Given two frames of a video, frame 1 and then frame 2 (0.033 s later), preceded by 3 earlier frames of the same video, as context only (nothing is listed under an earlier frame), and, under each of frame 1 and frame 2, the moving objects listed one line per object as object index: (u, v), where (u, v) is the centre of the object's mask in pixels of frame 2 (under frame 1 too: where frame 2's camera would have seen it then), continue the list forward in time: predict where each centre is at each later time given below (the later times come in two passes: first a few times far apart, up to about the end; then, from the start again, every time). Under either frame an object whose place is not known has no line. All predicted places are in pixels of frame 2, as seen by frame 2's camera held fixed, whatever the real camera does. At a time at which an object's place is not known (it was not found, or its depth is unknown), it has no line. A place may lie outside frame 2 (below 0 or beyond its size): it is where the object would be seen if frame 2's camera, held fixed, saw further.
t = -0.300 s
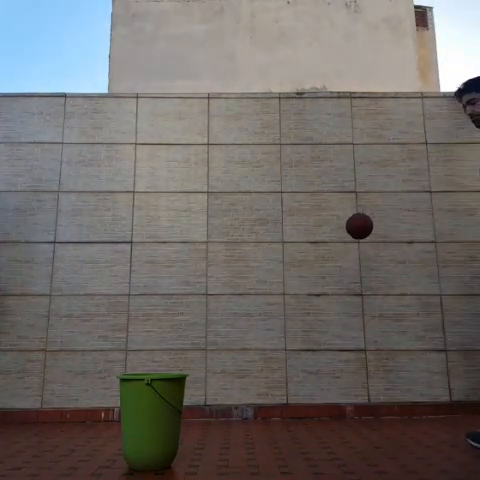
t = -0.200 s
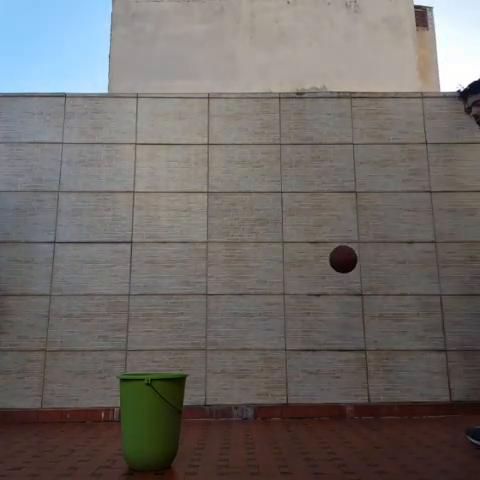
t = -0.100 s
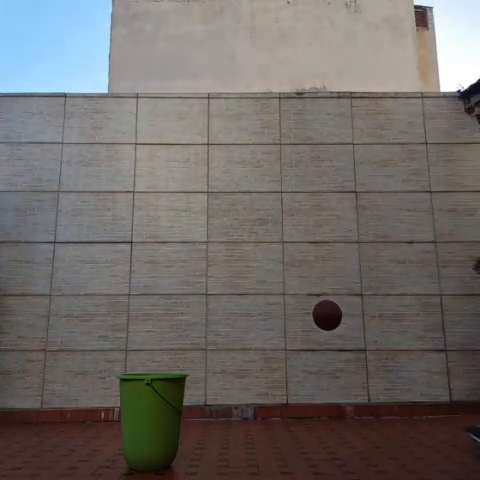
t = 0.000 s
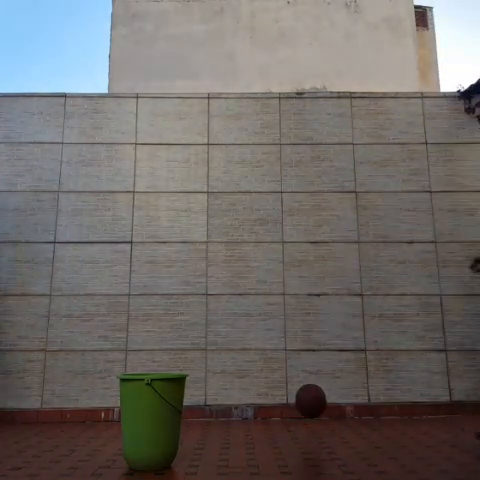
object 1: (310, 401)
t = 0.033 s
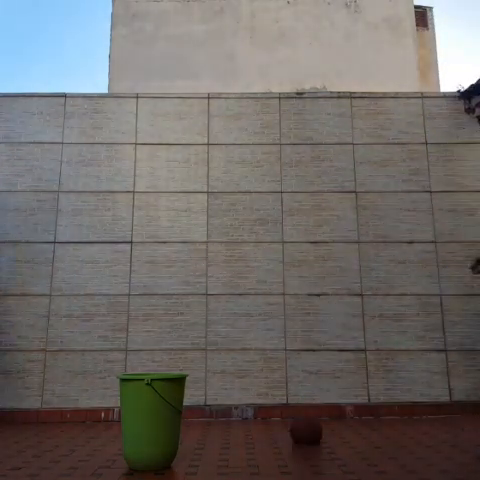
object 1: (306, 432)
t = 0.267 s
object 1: (283, 298)
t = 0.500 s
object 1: (263, 268)
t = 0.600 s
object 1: (255, 290)
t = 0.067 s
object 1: (302, 405)
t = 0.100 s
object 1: (299, 382)
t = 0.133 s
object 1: (295, 361)
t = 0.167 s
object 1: (292, 342)
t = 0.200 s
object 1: (289, 325)
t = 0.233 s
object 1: (286, 311)
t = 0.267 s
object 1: (283, 298)
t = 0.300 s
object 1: (280, 288)
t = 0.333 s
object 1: (277, 279)
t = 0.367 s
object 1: (274, 273)
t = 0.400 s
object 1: (272, 268)
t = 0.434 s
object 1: (269, 266)
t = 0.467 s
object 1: (266, 266)
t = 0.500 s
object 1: (263, 268)
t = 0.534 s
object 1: (261, 273)
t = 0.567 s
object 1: (258, 280)
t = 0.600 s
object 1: (255, 290)
